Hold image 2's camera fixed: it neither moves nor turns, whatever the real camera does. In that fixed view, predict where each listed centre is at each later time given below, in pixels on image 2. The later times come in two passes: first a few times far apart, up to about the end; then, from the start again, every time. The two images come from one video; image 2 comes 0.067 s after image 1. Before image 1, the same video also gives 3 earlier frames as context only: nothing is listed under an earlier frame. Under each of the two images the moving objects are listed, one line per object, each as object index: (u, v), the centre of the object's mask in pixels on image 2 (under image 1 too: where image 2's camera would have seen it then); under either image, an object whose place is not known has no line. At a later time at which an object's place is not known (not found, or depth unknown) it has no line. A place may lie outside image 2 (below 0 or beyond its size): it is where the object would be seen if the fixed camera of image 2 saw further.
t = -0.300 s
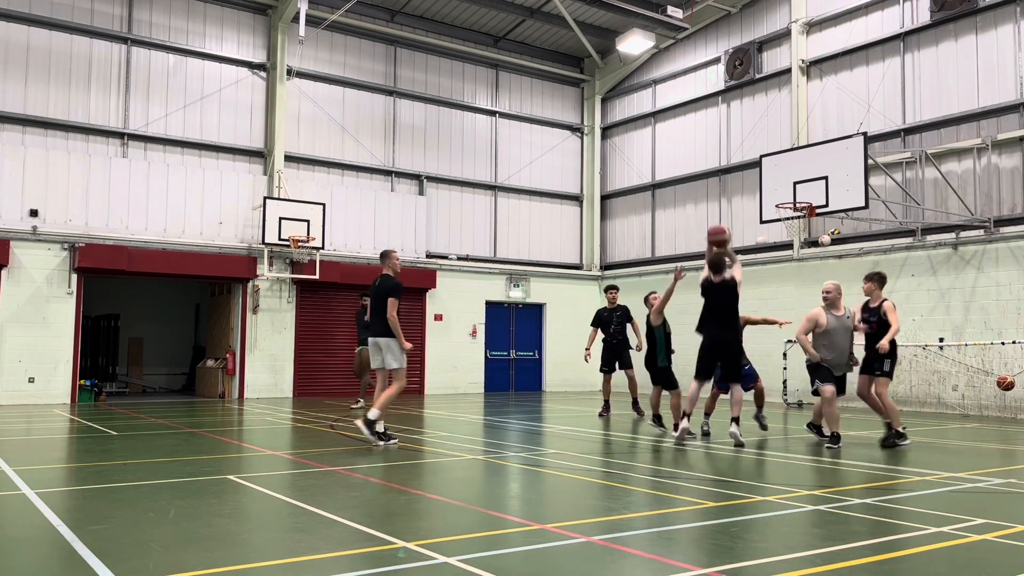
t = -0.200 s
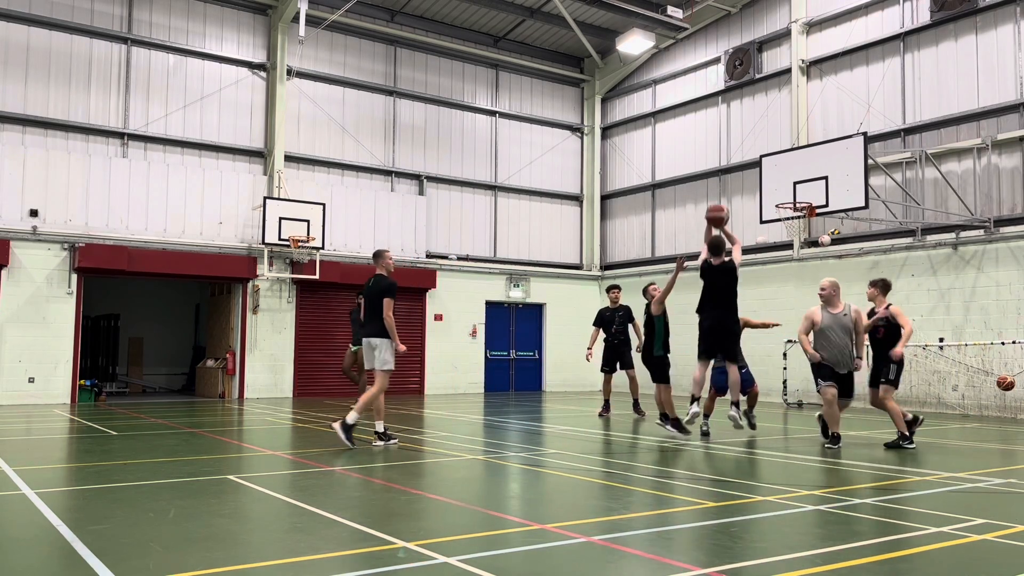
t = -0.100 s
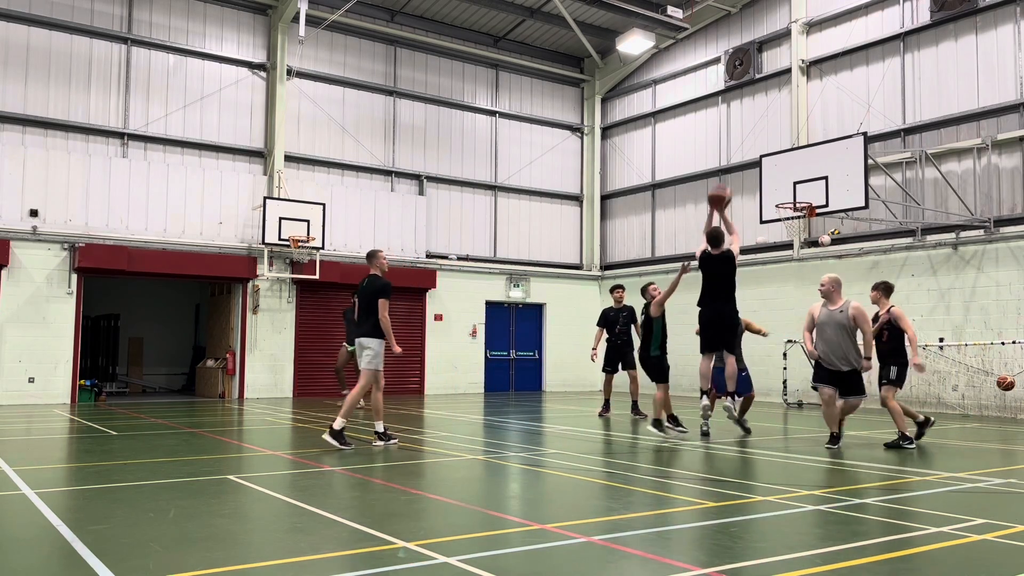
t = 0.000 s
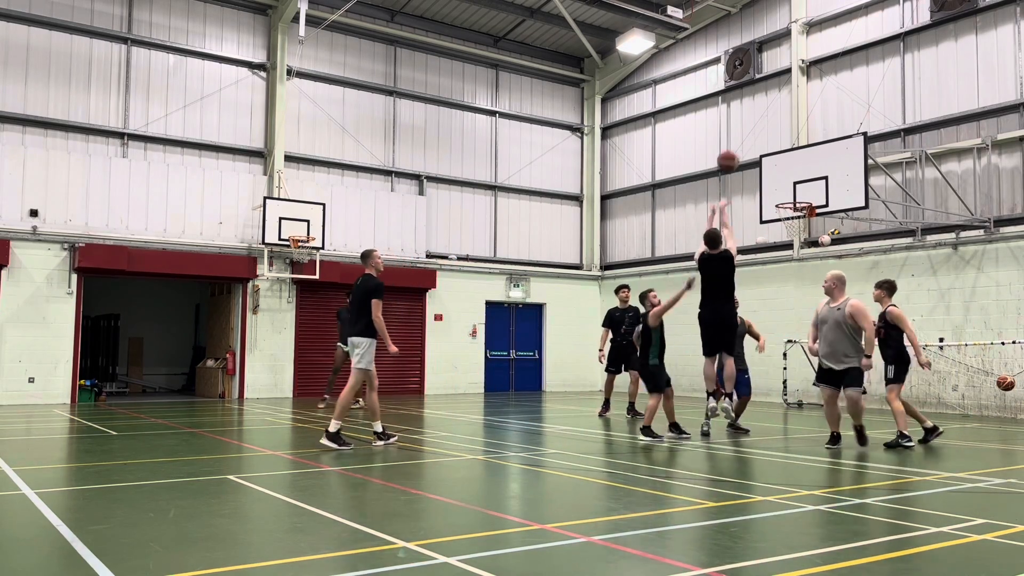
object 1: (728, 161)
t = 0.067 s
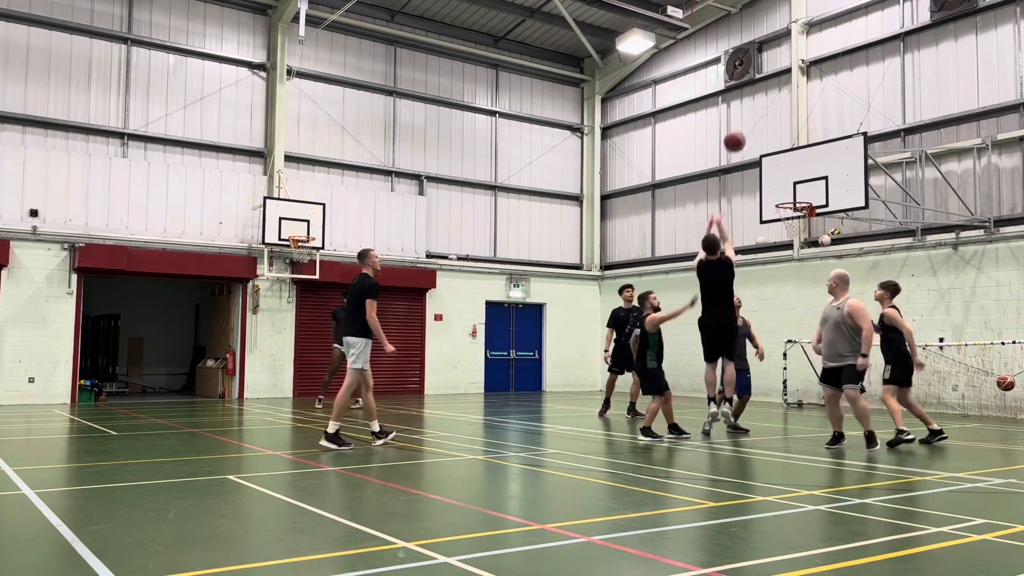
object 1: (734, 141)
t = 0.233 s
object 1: (749, 113)
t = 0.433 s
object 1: (764, 111)
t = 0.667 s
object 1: (779, 144)
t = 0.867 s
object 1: (792, 198)
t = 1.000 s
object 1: (795, 230)
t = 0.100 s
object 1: (737, 133)
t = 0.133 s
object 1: (740, 126)
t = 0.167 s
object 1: (743, 121)
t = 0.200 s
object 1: (746, 117)
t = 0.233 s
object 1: (749, 113)
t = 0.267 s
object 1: (751, 110)
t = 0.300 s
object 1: (754, 109)
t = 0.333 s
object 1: (757, 108)
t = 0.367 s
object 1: (759, 108)
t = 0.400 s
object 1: (762, 109)
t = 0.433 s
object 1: (764, 111)
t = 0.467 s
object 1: (766, 114)
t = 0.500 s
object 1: (768, 117)
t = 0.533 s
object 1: (771, 121)
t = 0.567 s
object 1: (773, 126)
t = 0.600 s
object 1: (775, 131)
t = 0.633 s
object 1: (777, 137)
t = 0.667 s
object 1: (779, 144)
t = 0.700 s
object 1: (781, 152)
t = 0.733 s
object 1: (783, 160)
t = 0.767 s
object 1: (785, 169)
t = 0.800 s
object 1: (788, 178)
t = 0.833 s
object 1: (789, 189)
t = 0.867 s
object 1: (792, 198)
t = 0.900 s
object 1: (793, 211)
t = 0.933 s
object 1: (794, 219)
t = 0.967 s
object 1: (795, 225)
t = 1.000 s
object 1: (795, 230)
